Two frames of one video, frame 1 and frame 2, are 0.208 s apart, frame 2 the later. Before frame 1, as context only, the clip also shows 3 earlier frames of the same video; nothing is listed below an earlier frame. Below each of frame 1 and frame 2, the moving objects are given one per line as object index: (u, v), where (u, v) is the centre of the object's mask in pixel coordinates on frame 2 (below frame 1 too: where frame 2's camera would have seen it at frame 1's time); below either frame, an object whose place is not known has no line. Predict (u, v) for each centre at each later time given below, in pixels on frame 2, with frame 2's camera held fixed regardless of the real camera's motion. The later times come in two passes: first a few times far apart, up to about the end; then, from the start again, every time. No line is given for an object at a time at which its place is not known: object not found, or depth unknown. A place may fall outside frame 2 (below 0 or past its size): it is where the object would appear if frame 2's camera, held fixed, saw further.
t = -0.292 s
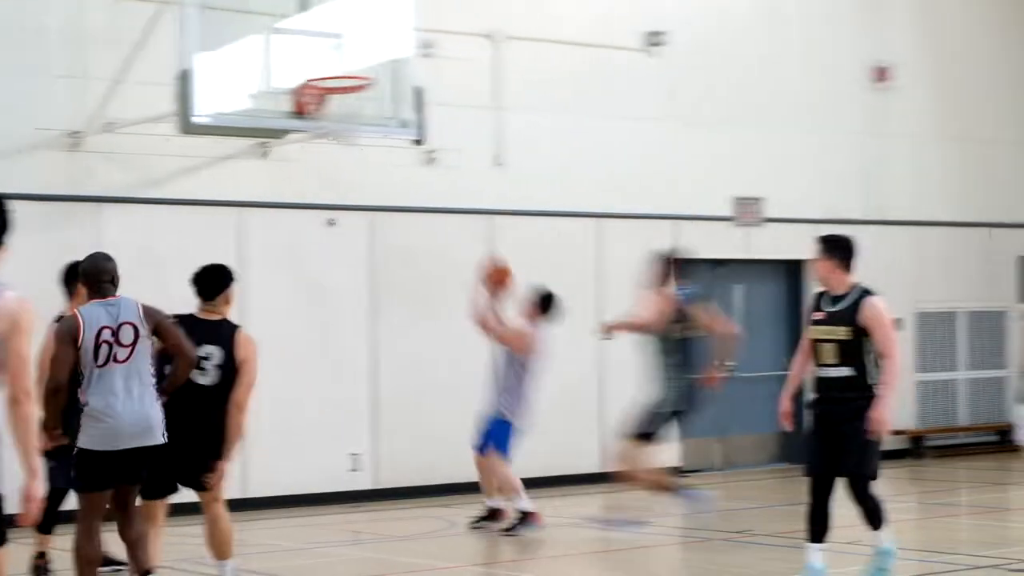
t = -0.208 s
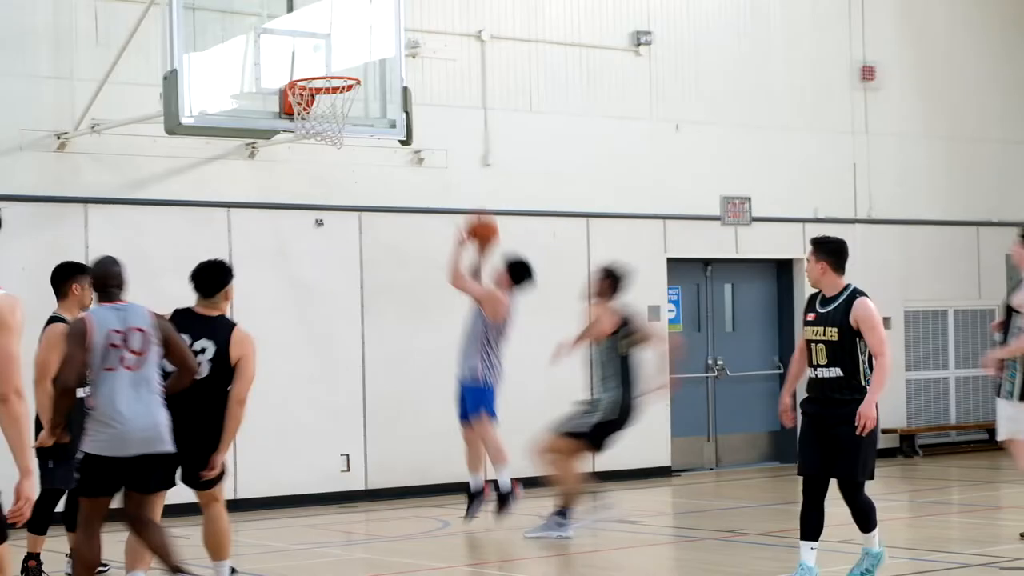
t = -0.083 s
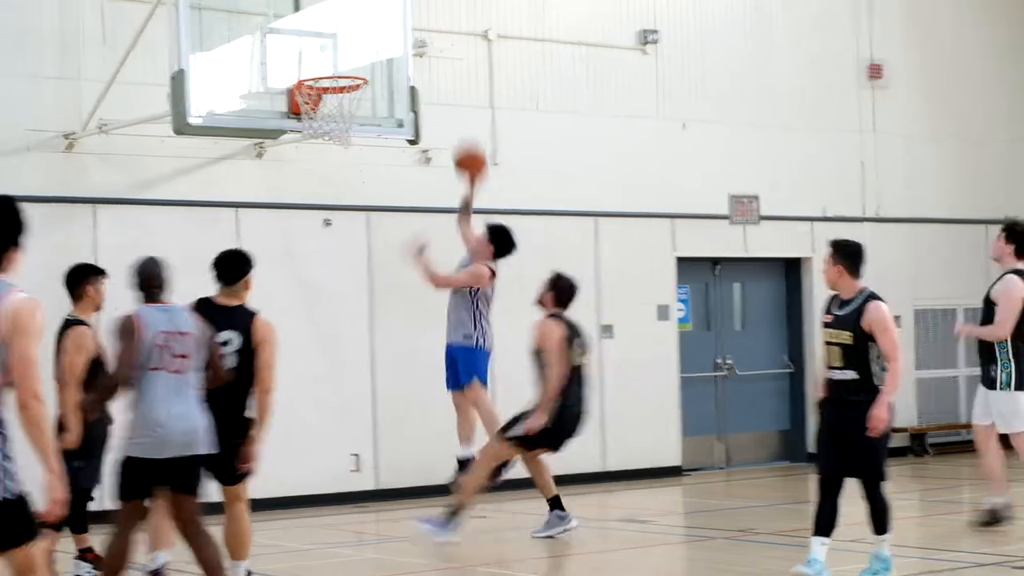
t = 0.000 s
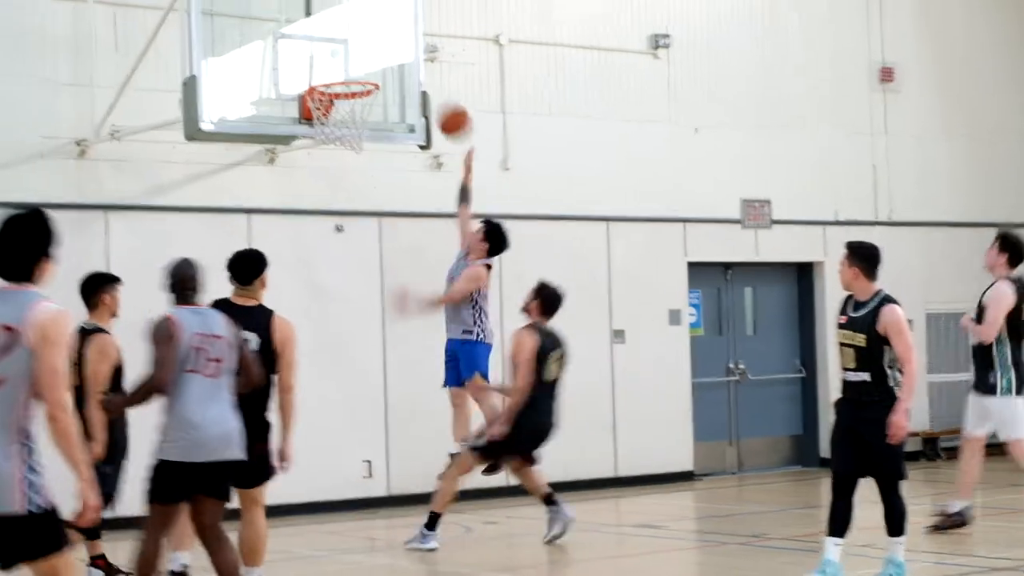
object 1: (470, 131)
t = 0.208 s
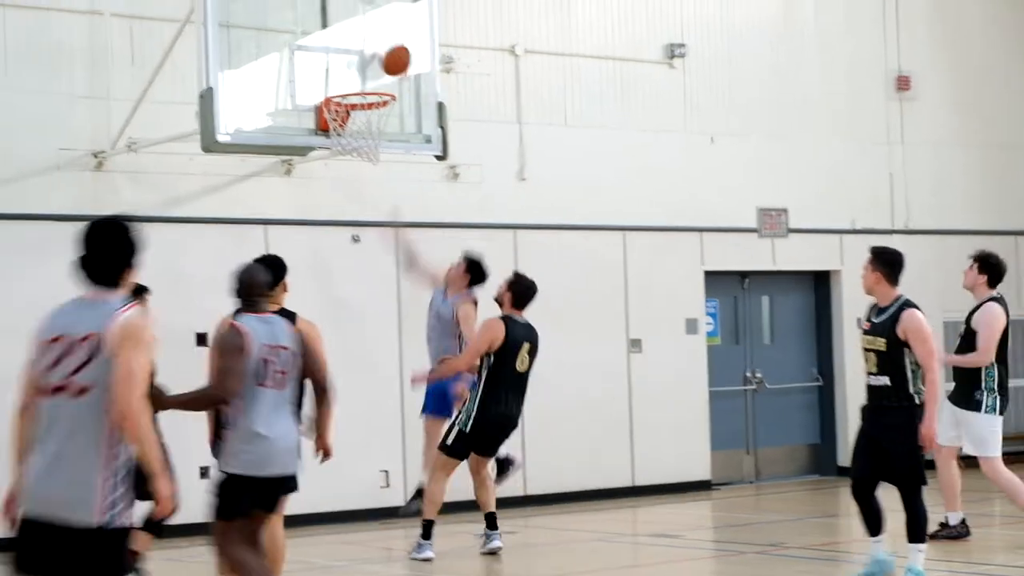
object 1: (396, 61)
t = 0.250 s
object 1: (386, 54)
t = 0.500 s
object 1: (378, 73)
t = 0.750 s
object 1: (335, 128)
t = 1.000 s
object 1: (348, 182)
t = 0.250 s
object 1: (386, 54)
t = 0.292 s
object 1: (384, 51)
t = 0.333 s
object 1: (383, 50)
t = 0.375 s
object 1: (381, 52)
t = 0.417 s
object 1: (380, 57)
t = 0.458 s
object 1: (379, 63)
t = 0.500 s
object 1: (378, 73)
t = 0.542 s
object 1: (377, 83)
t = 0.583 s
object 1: (371, 90)
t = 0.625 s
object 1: (362, 101)
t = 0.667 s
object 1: (351, 112)
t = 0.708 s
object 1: (341, 122)
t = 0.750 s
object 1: (335, 128)
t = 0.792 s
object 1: (334, 132)
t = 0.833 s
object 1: (337, 148)
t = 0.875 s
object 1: (338, 156)
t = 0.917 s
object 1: (340, 162)
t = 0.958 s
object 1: (344, 170)
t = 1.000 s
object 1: (348, 182)
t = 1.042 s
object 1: (351, 196)
